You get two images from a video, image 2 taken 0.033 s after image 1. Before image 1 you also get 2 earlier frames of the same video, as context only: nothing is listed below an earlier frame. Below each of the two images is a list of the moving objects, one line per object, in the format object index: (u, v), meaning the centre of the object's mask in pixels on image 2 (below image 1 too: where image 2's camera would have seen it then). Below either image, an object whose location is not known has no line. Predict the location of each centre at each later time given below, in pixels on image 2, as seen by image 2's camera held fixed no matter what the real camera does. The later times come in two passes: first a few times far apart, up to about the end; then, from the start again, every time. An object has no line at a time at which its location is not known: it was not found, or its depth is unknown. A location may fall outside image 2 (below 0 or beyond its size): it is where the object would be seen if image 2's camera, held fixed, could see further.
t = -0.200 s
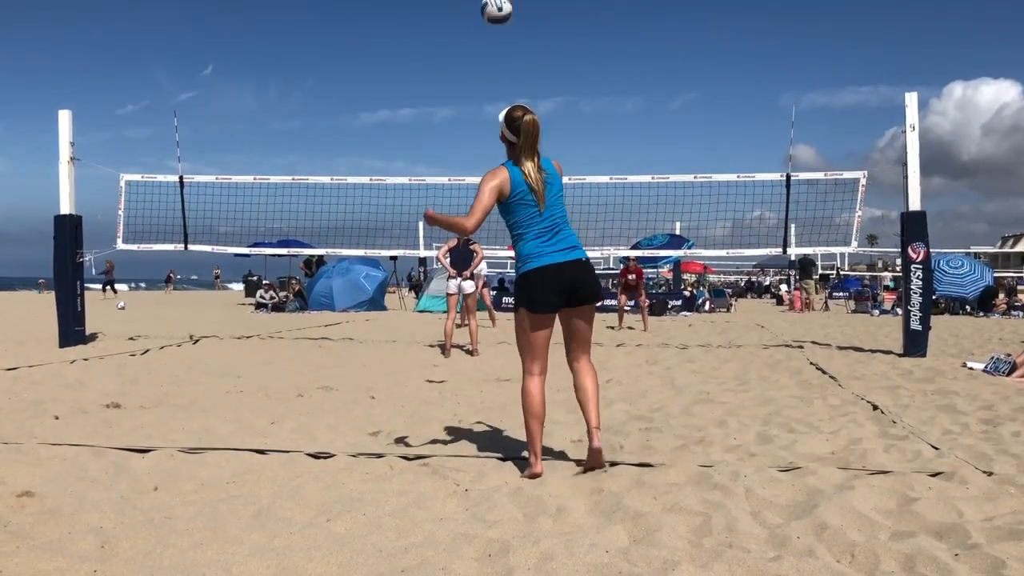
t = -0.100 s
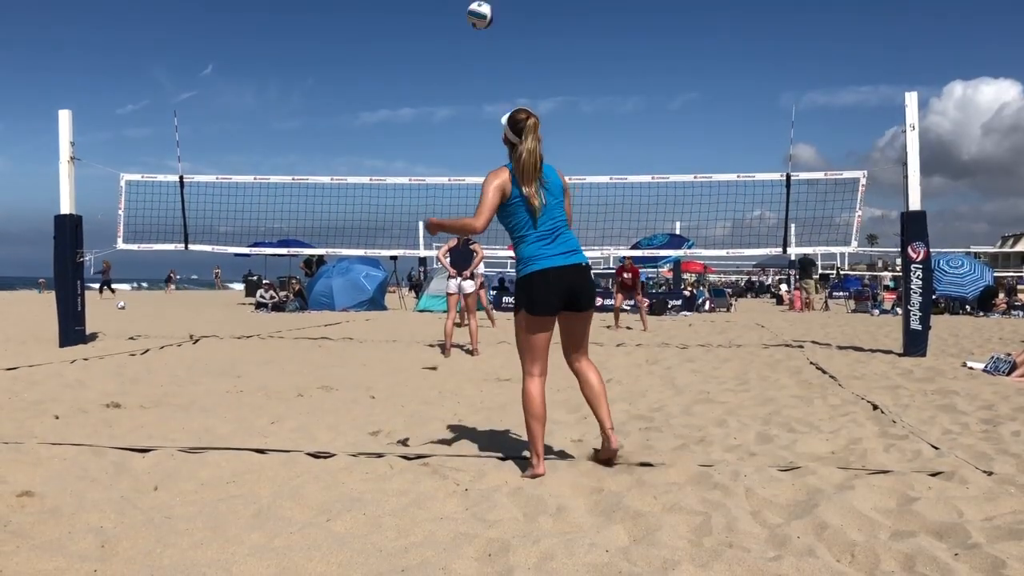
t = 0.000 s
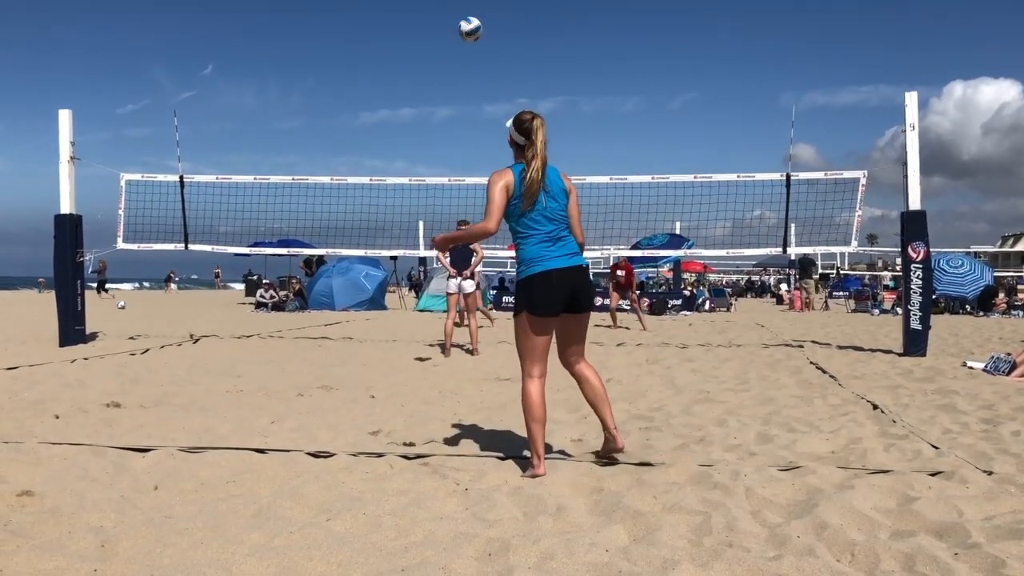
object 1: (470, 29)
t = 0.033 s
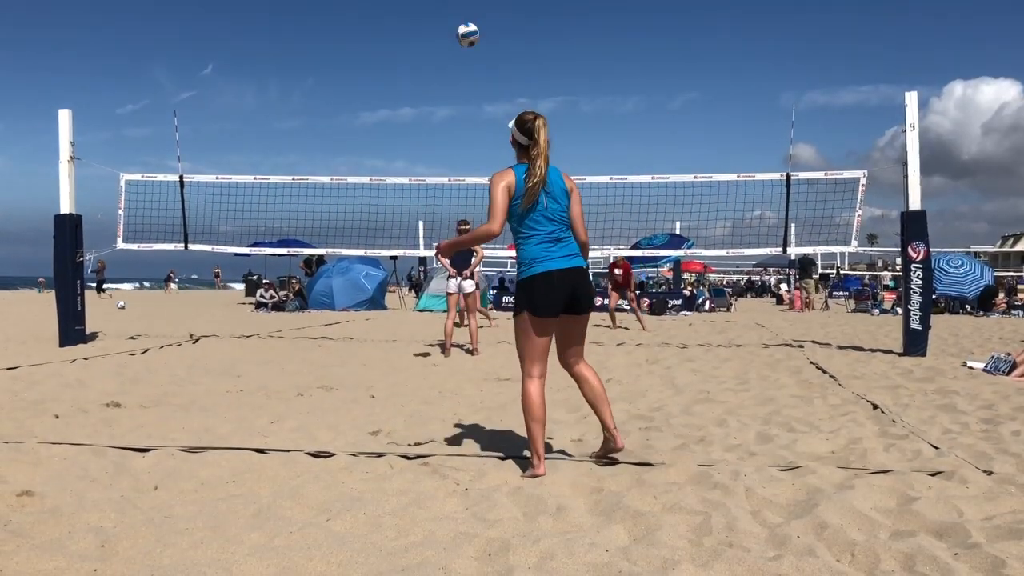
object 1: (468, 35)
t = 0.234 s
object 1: (458, 79)
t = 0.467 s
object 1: (453, 148)
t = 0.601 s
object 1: (451, 191)
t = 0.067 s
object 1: (465, 41)
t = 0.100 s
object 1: (464, 47)
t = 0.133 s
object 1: (461, 54)
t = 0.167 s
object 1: (460, 63)
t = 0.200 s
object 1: (459, 71)
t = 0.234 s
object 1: (458, 79)
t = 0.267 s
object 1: (457, 88)
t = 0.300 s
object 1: (456, 98)
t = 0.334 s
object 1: (455, 108)
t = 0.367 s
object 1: (455, 118)
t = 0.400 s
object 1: (454, 128)
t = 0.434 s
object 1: (453, 138)
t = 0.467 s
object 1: (453, 148)
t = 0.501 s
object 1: (452, 159)
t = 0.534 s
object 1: (451, 169)
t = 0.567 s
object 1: (451, 185)
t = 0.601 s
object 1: (451, 191)
